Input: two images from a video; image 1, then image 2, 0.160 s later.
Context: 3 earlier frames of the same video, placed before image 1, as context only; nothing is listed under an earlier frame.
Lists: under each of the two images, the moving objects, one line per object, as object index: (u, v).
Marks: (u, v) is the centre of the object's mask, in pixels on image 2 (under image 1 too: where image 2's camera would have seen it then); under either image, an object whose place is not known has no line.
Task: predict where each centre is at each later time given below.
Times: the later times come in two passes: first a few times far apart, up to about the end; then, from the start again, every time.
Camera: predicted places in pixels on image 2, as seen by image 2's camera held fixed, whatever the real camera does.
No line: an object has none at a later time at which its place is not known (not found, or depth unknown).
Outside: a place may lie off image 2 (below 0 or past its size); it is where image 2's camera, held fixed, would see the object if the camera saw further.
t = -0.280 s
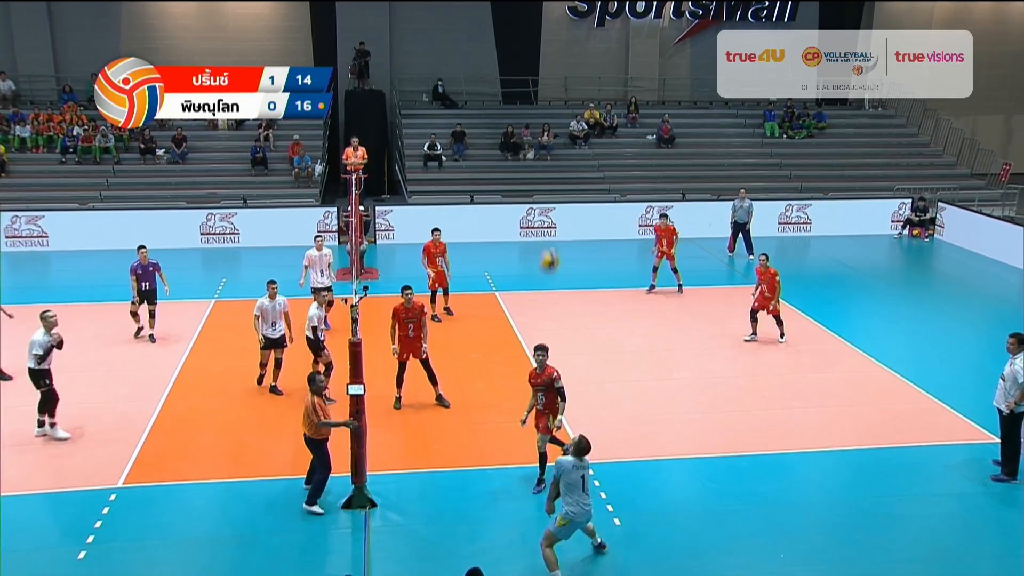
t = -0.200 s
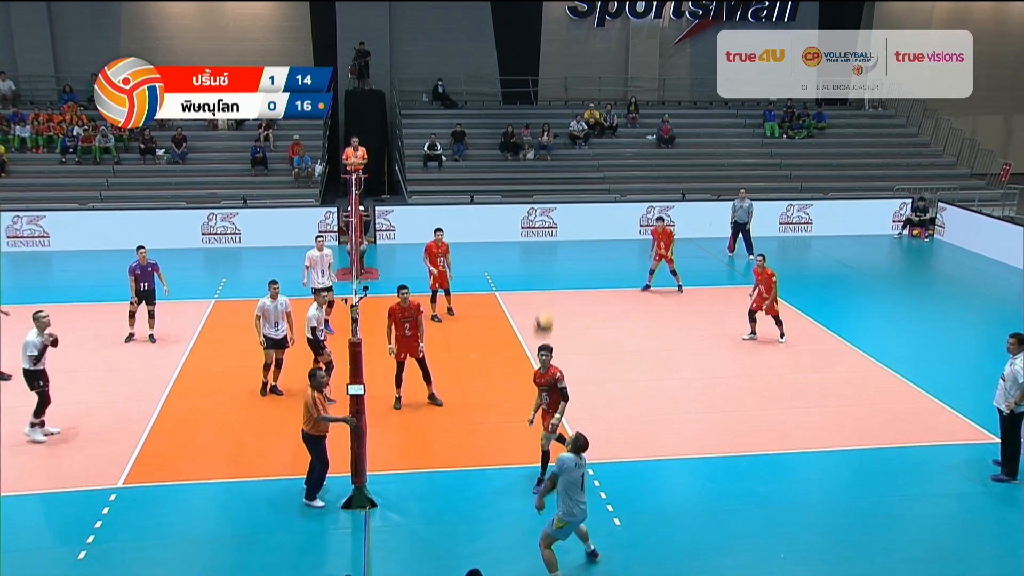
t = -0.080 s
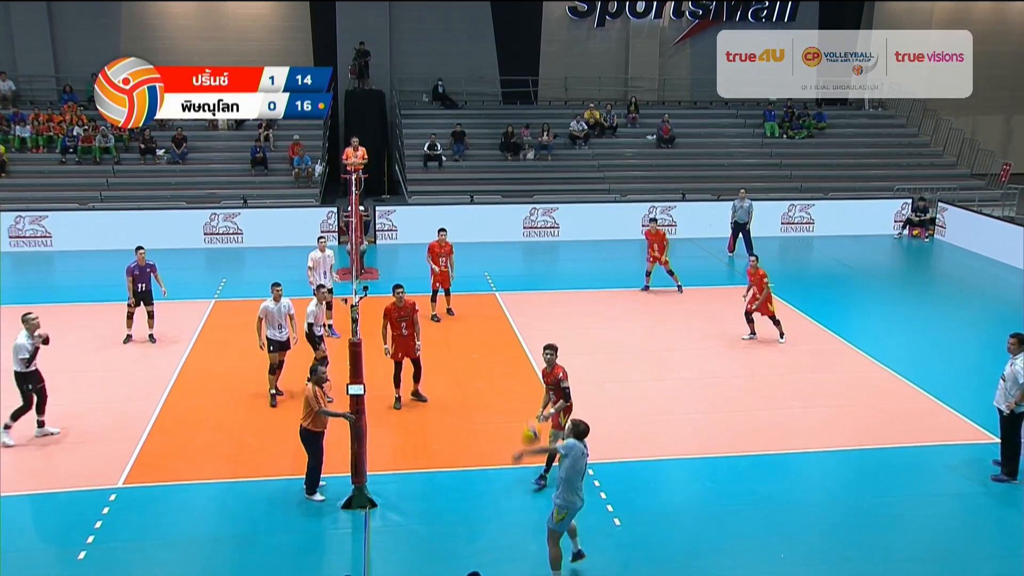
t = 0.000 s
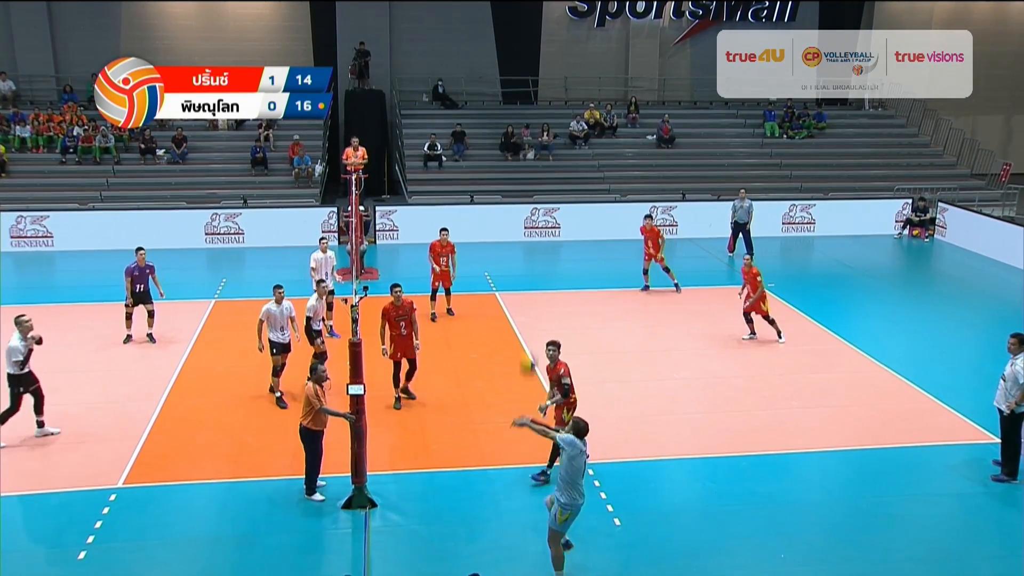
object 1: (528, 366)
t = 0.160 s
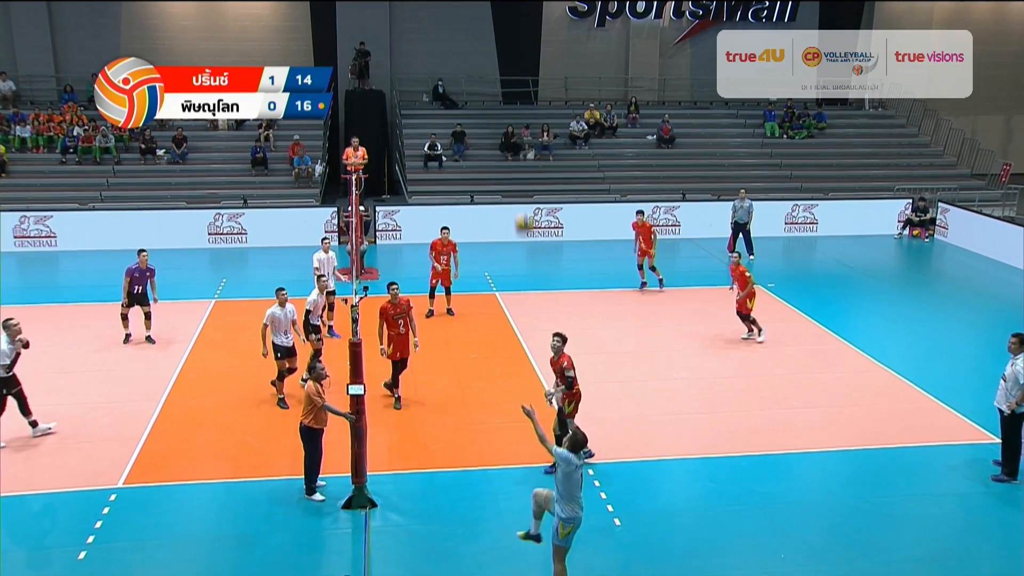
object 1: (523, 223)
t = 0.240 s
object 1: (521, 165)
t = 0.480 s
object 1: (519, 47)
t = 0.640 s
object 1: (517, 7)
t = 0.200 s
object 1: (523, 192)
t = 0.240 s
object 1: (521, 165)
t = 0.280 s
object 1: (521, 141)
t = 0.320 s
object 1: (521, 118)
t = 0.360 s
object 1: (520, 98)
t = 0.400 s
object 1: (520, 80)
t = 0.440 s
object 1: (520, 63)
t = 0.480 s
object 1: (519, 47)
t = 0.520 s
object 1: (519, 34)
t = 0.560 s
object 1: (518, 22)
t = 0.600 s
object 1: (518, 12)
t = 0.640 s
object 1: (517, 7)
